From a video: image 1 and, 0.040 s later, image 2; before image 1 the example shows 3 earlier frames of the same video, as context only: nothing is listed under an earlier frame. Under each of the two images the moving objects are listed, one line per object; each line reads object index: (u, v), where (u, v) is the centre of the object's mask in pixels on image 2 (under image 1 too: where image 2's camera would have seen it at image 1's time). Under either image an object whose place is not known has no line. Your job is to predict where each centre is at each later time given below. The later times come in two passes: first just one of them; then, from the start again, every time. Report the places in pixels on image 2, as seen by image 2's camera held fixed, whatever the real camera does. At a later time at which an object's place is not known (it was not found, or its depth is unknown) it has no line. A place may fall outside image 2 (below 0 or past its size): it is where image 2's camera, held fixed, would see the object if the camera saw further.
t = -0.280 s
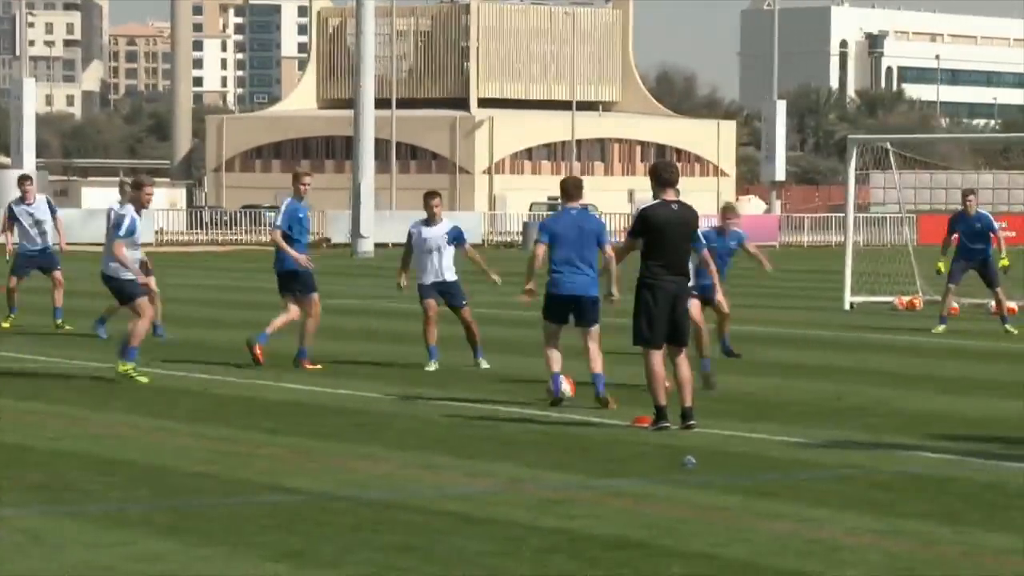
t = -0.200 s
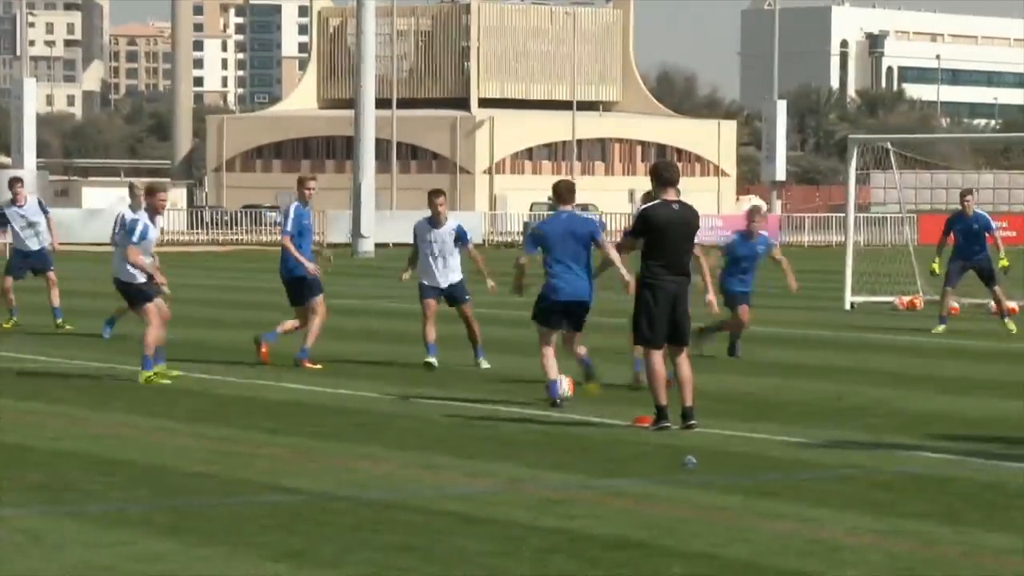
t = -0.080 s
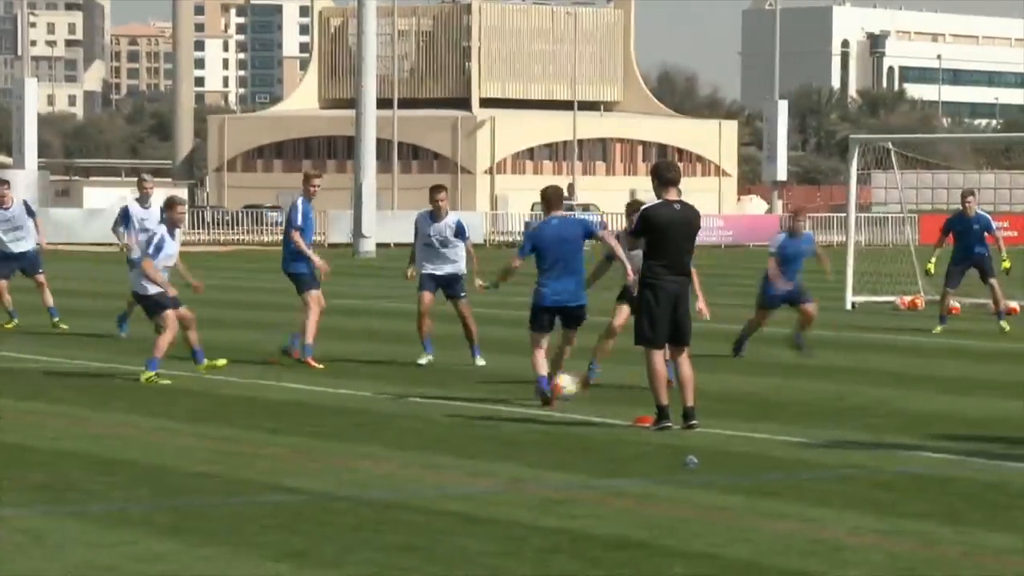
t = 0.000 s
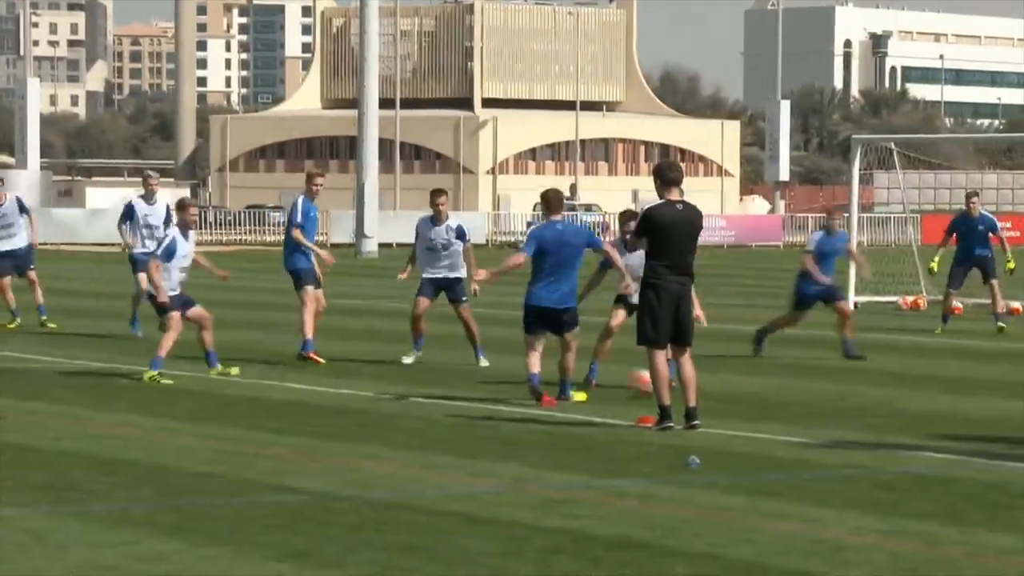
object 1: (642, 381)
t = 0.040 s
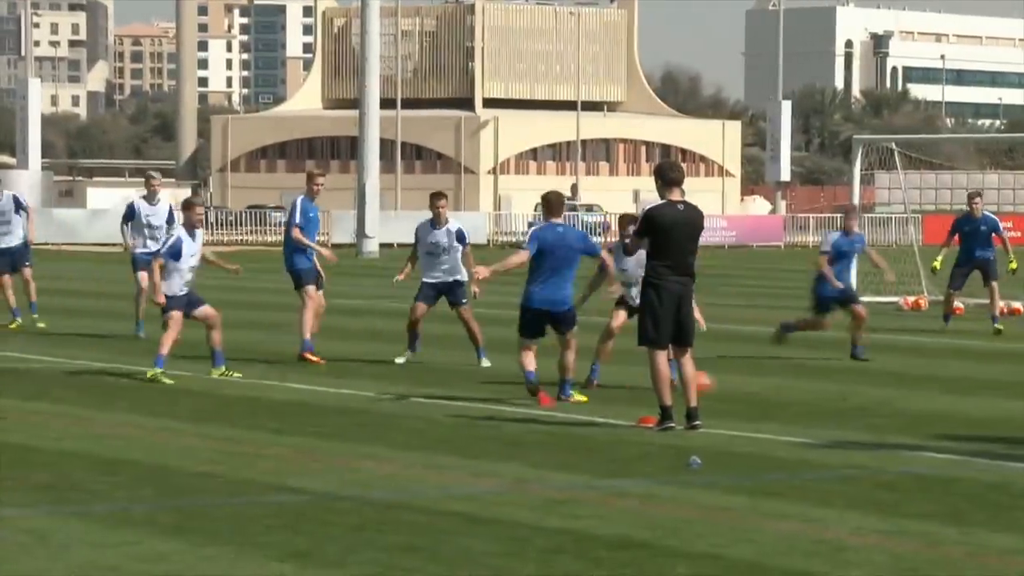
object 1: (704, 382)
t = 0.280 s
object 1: (903, 379)
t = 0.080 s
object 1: (733, 383)
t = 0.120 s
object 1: (771, 381)
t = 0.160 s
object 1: (805, 380)
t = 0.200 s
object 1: (840, 380)
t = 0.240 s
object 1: (873, 381)
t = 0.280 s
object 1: (903, 379)
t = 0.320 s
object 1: (931, 379)
